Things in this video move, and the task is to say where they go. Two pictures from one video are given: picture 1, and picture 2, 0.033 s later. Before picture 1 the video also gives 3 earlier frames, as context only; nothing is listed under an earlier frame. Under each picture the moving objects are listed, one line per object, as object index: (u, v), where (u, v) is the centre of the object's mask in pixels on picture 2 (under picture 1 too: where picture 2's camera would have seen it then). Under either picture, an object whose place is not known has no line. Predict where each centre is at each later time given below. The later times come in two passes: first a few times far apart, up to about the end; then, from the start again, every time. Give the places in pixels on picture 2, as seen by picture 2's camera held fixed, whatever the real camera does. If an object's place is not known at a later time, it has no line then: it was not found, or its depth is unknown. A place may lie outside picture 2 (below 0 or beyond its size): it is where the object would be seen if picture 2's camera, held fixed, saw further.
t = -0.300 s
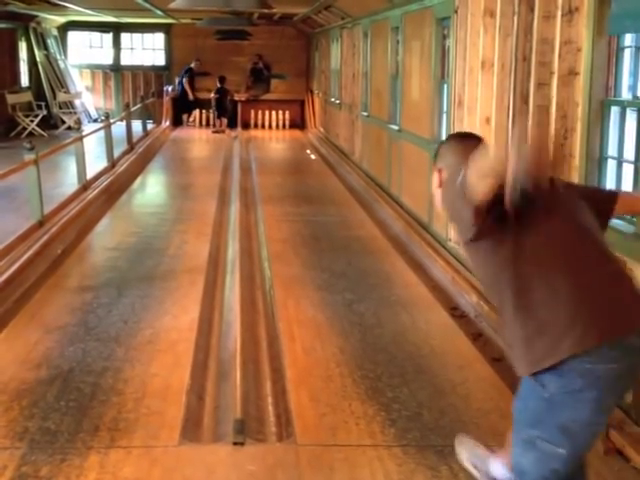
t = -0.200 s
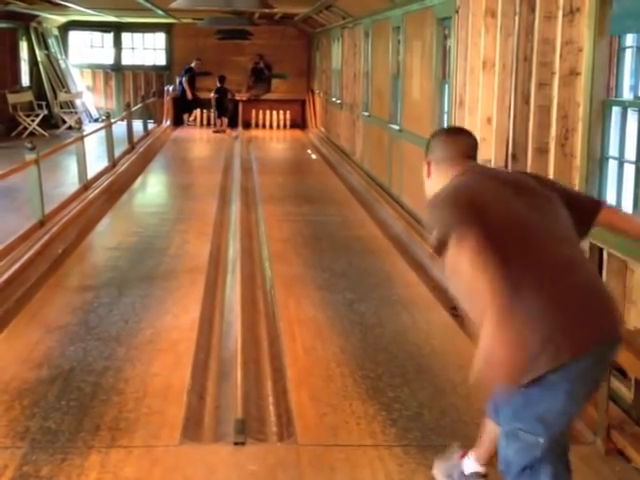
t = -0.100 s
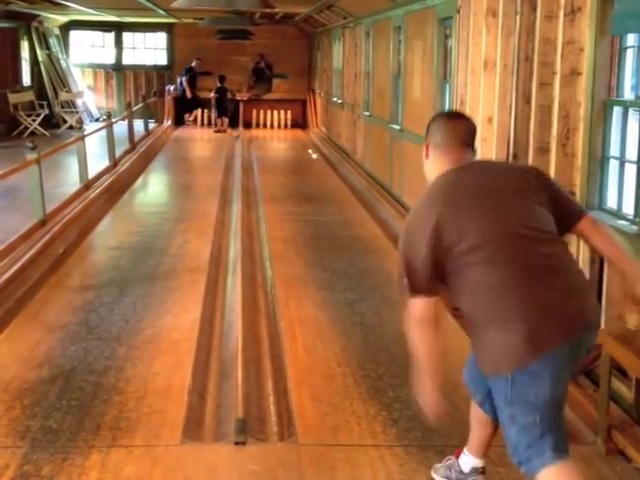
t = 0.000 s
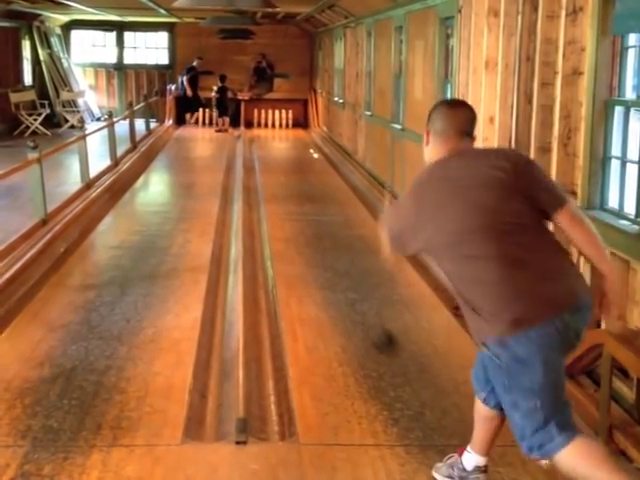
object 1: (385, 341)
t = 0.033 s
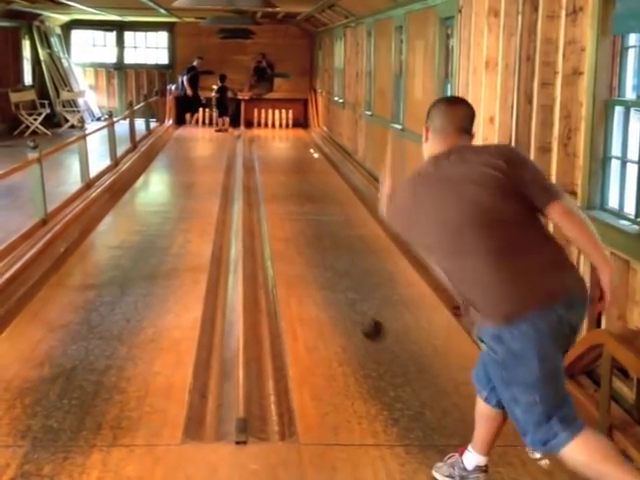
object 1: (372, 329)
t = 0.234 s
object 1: (330, 267)
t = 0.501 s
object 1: (298, 216)
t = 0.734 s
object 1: (285, 186)
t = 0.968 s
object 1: (278, 166)
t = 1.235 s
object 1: (273, 151)
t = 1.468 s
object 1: (271, 141)
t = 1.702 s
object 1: (269, 133)
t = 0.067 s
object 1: (362, 321)
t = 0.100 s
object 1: (354, 316)
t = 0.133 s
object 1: (346, 312)
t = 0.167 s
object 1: (342, 295)
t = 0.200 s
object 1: (335, 278)
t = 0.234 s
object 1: (330, 267)
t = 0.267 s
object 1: (324, 258)
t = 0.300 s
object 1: (318, 251)
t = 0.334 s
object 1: (313, 246)
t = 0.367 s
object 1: (310, 240)
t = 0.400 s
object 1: (307, 233)
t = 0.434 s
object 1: (304, 227)
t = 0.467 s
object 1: (301, 221)
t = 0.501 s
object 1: (298, 216)
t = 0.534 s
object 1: (296, 210)
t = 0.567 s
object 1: (294, 205)
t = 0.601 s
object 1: (292, 201)
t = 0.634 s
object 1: (290, 196)
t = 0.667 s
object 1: (288, 193)
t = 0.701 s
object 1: (287, 189)
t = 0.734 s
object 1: (285, 186)
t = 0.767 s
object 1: (284, 183)
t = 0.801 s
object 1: (283, 180)
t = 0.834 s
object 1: (282, 177)
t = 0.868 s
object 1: (280, 174)
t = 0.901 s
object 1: (280, 171)
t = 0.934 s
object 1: (279, 169)
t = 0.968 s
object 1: (278, 166)
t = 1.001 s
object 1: (277, 164)
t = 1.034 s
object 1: (277, 162)
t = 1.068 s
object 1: (276, 160)
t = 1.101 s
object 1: (275, 158)
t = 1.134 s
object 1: (274, 156)
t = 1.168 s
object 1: (274, 155)
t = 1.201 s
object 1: (273, 153)
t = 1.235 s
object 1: (273, 151)
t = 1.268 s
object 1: (272, 149)
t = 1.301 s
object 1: (272, 148)
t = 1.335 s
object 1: (272, 147)
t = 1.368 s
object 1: (272, 145)
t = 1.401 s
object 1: (271, 144)
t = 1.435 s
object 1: (271, 143)
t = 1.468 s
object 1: (271, 141)
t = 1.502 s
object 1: (271, 139)
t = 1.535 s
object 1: (270, 139)
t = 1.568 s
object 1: (270, 138)
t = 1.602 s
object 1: (270, 136)
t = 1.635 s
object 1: (270, 135)
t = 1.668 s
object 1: (270, 134)
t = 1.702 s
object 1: (269, 133)
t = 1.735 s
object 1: (269, 132)
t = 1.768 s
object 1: (269, 131)
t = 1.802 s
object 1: (269, 130)
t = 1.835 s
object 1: (269, 130)
